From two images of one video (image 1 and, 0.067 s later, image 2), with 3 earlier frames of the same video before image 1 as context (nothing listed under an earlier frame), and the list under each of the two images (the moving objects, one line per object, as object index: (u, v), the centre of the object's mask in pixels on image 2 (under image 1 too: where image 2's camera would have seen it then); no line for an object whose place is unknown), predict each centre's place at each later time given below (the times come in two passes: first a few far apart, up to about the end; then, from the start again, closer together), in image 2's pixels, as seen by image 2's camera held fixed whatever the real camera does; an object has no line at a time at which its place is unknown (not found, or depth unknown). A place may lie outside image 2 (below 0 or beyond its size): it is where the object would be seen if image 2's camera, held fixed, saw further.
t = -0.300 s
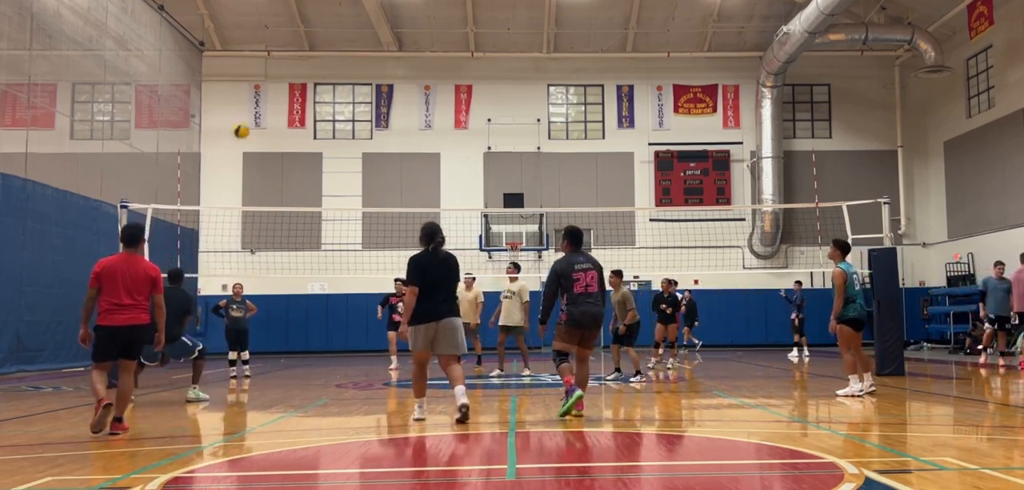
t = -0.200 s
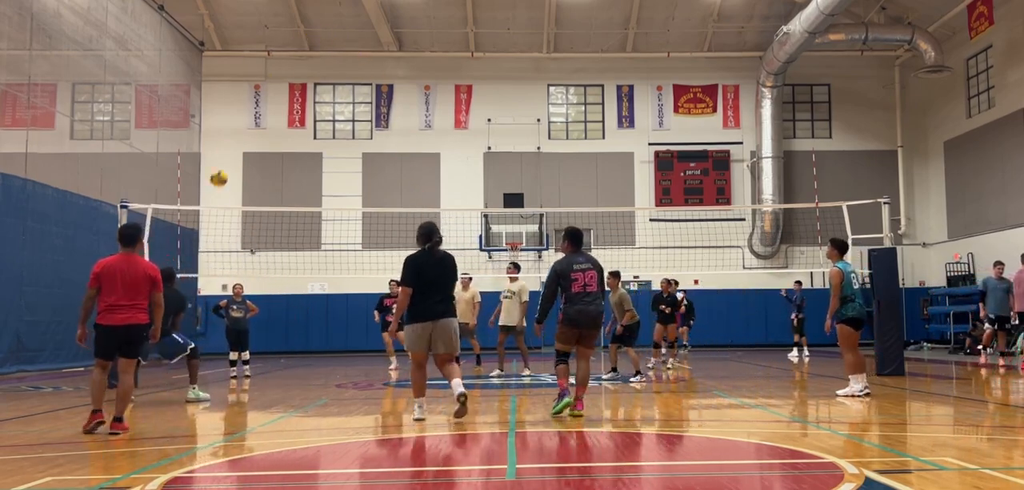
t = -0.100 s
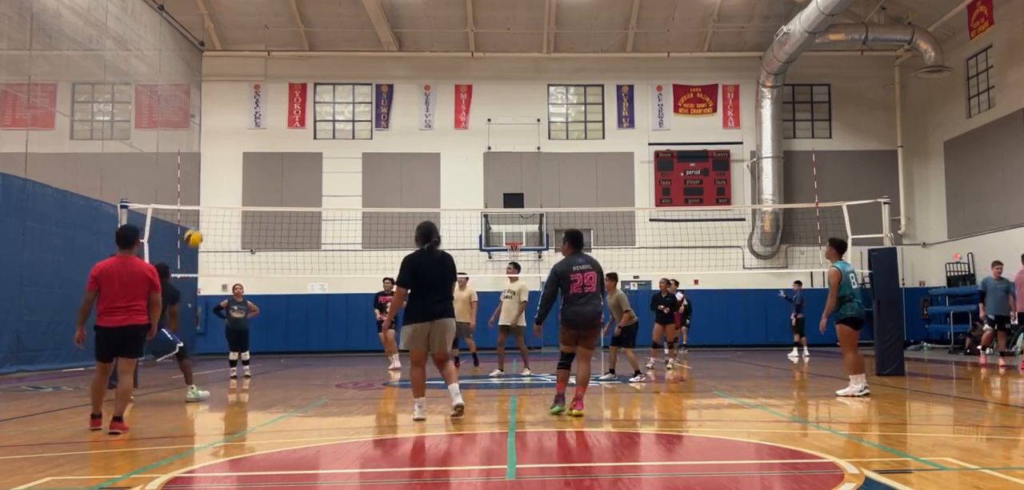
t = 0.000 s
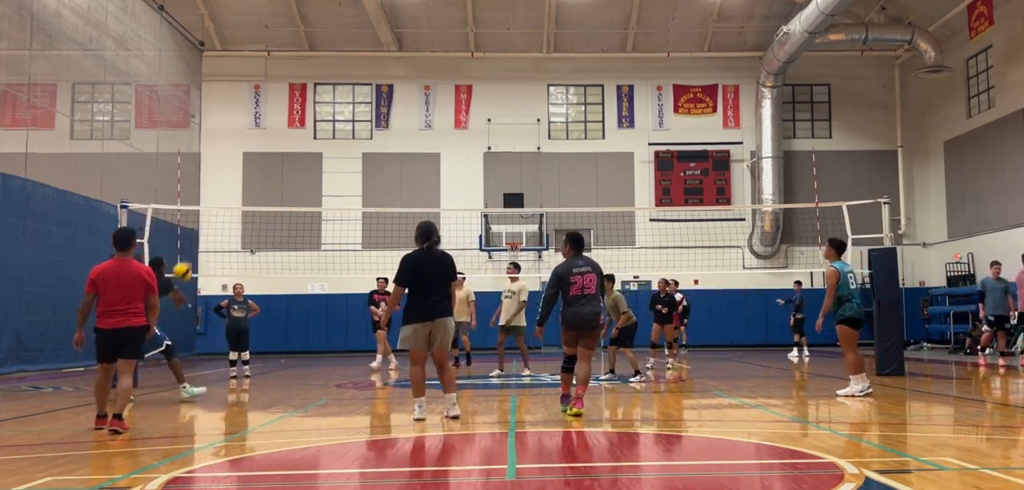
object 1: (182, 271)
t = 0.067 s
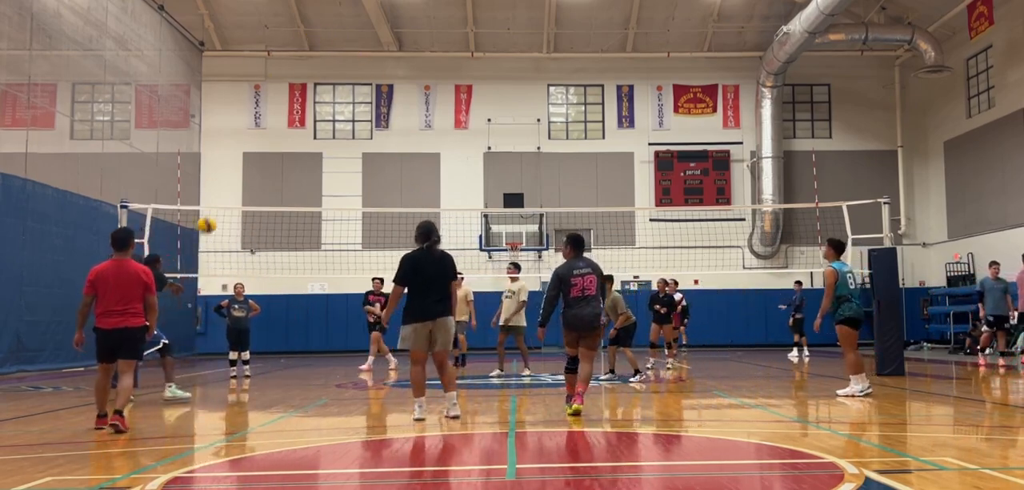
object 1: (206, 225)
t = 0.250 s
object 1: (265, 124)
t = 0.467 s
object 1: (329, 50)
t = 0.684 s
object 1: (386, 18)
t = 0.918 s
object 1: (441, 22)
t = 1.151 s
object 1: (490, 62)
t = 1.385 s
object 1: (536, 135)
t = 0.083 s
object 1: (211, 214)
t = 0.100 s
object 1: (217, 204)
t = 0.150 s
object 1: (234, 174)
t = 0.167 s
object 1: (240, 165)
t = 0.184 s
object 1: (245, 156)
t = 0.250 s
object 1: (265, 124)
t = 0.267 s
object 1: (271, 117)
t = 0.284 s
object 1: (276, 110)
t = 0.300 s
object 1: (280, 104)
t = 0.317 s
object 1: (285, 96)
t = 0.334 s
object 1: (291, 89)
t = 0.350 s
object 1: (296, 84)
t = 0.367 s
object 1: (300, 79)
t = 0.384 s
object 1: (304, 73)
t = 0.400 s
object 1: (310, 68)
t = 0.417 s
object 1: (315, 63)
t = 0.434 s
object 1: (319, 59)
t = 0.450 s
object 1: (324, 54)
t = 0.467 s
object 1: (329, 50)
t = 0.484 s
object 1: (333, 46)
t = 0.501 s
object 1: (338, 43)
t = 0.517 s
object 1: (343, 40)
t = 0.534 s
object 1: (347, 35)
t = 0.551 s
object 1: (352, 33)
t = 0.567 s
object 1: (356, 30)
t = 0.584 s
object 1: (361, 28)
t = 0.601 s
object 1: (365, 26)
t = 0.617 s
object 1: (369, 24)
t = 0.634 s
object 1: (373, 22)
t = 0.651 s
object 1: (377, 21)
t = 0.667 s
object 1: (381, 19)
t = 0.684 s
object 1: (386, 18)
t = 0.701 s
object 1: (390, 17)
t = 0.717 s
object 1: (394, 16)
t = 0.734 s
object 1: (398, 16)
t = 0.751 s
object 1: (401, 15)
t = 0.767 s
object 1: (405, 15)
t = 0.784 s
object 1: (410, 15)
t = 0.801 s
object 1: (414, 15)
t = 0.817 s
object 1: (418, 16)
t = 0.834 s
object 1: (422, 16)
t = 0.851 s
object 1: (425, 17)
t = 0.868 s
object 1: (429, 18)
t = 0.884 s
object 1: (433, 19)
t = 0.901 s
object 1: (437, 21)
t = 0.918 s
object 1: (441, 22)
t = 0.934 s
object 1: (445, 23)
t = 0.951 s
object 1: (449, 26)
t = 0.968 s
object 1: (452, 28)
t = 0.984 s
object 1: (456, 30)
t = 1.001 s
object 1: (459, 33)
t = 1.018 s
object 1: (463, 35)
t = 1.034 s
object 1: (467, 38)
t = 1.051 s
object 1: (470, 41)
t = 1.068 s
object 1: (474, 44)
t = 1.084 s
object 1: (477, 48)
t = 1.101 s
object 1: (479, 52)
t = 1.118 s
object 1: (483, 54)
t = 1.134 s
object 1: (487, 58)
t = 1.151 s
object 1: (490, 62)
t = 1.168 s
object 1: (494, 67)
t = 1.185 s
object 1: (498, 71)
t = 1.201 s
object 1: (501, 76)
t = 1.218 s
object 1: (504, 80)
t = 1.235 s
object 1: (507, 85)
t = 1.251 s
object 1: (511, 90)
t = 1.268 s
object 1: (514, 96)
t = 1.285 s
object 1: (517, 101)
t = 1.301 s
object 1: (520, 106)
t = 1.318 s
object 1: (524, 112)
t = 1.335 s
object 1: (527, 118)
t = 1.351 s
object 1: (530, 123)
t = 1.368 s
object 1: (532, 129)
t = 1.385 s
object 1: (536, 135)
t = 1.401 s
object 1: (538, 142)
